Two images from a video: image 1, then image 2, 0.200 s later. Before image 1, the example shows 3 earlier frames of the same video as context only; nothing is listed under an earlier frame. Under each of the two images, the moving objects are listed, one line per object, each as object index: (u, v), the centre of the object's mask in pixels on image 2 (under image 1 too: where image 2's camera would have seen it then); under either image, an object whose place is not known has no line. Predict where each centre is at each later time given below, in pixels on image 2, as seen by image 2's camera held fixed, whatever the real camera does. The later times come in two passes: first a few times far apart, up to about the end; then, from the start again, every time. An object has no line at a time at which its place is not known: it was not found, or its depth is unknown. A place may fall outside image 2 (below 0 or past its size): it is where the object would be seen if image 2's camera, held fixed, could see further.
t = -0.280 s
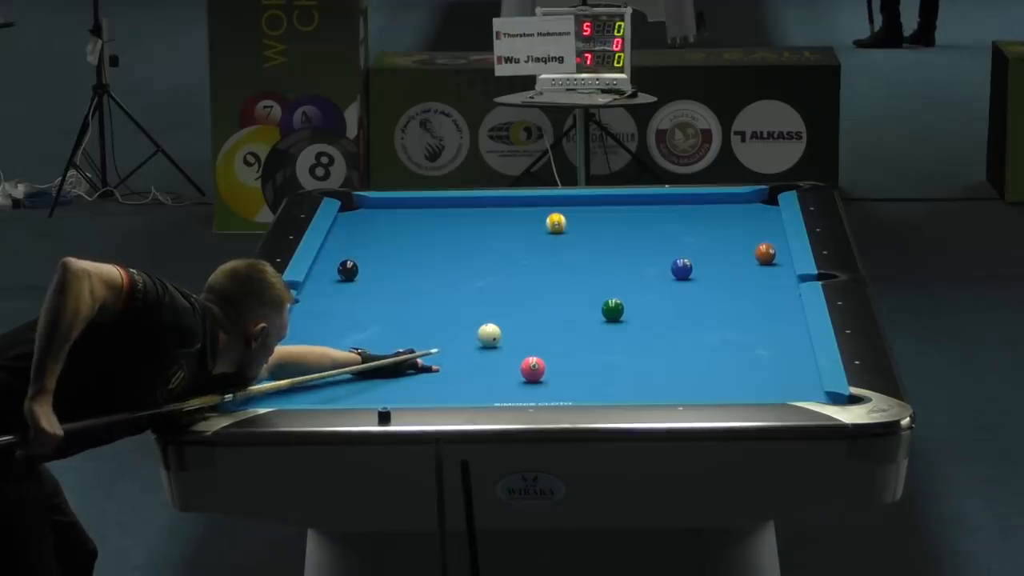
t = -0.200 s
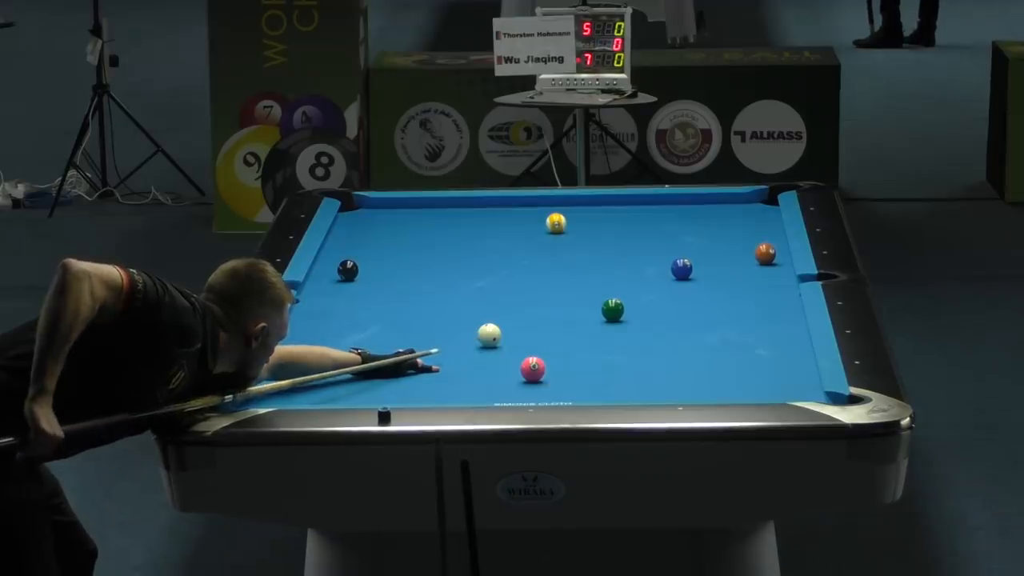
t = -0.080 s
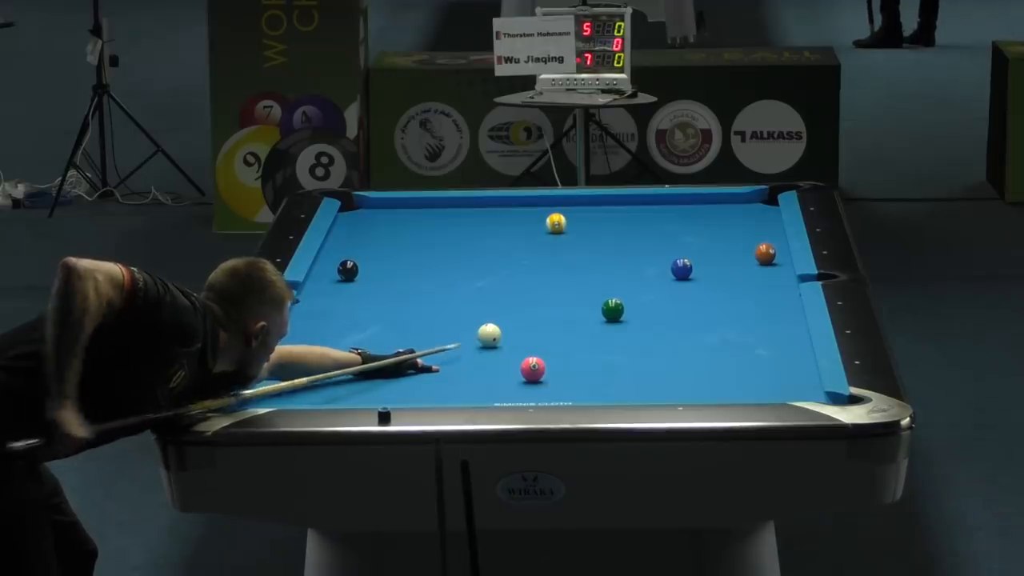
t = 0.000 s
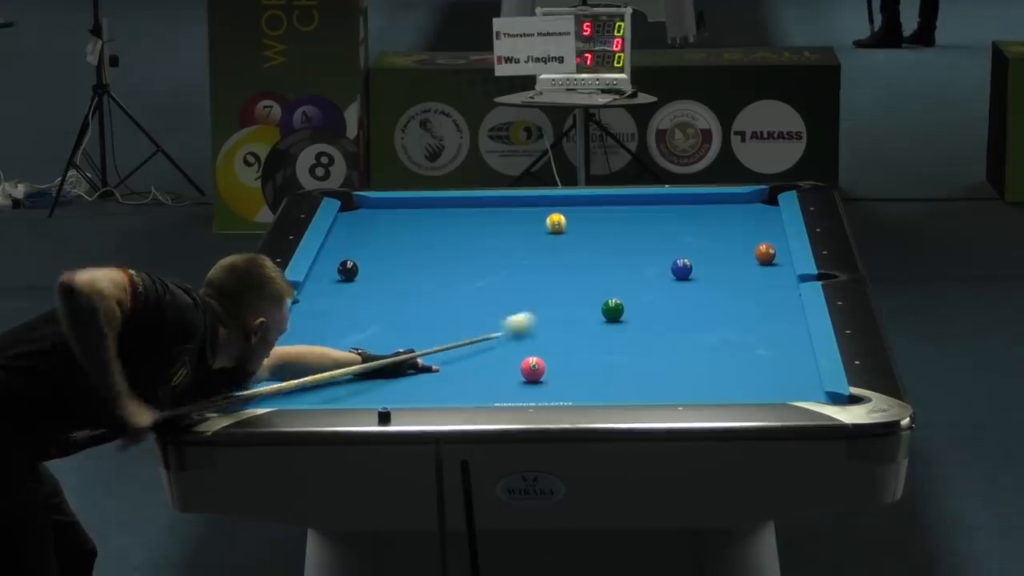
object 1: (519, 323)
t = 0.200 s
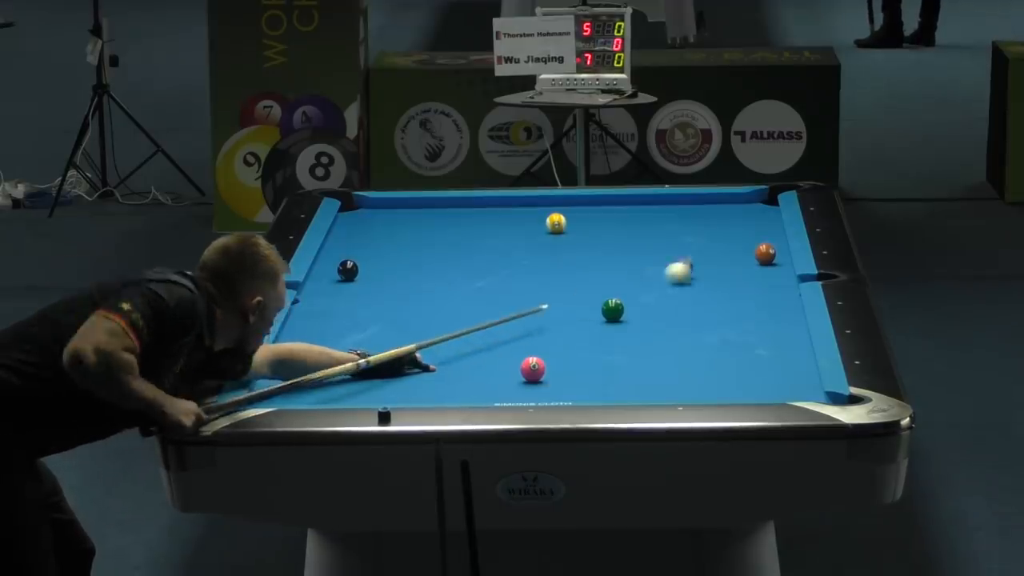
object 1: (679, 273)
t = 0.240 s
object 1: (695, 273)
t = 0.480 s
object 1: (780, 273)
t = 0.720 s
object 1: (745, 278)
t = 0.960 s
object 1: (711, 283)
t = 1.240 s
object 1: (672, 288)
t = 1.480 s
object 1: (641, 292)
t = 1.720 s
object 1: (611, 293)
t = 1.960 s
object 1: (583, 301)
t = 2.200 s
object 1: (556, 304)
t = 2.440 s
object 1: (531, 308)
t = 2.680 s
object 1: (507, 311)
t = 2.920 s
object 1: (485, 314)
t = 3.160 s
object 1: (464, 316)
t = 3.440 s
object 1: (442, 319)
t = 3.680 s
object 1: (424, 321)
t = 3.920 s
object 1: (408, 323)
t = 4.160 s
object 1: (394, 325)
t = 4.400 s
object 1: (381, 326)
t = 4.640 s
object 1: (370, 328)
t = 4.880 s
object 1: (360, 329)
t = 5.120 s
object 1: (353, 330)
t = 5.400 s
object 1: (346, 330)
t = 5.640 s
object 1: (343, 330)
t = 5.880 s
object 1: (341, 331)
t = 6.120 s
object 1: (342, 331)
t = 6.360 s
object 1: (342, 330)
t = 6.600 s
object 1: (342, 330)
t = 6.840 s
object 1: (342, 330)
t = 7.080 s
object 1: (342, 330)
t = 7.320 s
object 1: (342, 330)
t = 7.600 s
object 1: (342, 330)
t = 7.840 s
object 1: (342, 330)
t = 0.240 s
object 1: (695, 273)
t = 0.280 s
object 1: (711, 273)
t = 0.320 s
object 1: (726, 273)
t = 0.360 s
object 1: (740, 273)
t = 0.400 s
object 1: (754, 273)
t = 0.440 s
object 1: (767, 273)
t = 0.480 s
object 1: (780, 273)
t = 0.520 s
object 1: (779, 274)
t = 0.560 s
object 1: (770, 274)
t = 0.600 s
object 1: (763, 276)
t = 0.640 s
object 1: (757, 276)
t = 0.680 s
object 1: (751, 277)
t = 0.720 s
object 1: (745, 278)
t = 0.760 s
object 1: (739, 279)
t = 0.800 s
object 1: (733, 279)
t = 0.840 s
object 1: (728, 280)
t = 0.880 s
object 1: (722, 281)
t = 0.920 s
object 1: (716, 282)
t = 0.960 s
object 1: (711, 283)
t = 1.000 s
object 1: (705, 284)
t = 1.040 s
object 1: (699, 284)
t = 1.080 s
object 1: (693, 285)
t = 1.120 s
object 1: (688, 286)
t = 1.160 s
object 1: (683, 287)
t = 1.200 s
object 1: (677, 287)
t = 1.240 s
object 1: (672, 288)
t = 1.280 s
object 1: (667, 289)
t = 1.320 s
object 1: (662, 289)
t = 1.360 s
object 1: (656, 290)
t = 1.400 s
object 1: (651, 291)
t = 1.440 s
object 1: (646, 292)
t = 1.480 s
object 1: (641, 292)
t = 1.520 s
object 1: (636, 293)
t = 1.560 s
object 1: (631, 293)
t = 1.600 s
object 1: (626, 294)
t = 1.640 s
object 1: (621, 293)
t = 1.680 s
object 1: (616, 294)
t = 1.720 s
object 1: (611, 293)
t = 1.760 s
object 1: (605, 294)
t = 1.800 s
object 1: (600, 296)
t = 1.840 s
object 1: (596, 298)
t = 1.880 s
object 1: (592, 299)
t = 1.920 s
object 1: (588, 300)
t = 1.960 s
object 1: (583, 301)
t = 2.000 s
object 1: (578, 301)
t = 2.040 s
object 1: (574, 302)
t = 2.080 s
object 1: (569, 302)
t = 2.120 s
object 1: (565, 303)
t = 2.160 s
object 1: (561, 304)
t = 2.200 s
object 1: (556, 304)
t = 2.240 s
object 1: (552, 305)
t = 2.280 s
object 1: (548, 306)
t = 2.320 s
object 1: (543, 306)
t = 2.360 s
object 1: (539, 306)
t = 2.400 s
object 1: (535, 307)
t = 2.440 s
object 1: (531, 308)
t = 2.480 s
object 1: (527, 308)
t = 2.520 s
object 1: (523, 309)
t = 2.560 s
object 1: (519, 309)
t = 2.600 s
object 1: (515, 310)
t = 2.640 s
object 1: (511, 310)
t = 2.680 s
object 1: (507, 311)
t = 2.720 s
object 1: (503, 311)
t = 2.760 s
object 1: (500, 312)
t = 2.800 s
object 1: (495, 312)
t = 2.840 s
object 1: (492, 313)
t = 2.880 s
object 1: (488, 313)
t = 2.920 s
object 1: (485, 314)
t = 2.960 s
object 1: (481, 315)
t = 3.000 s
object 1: (478, 315)
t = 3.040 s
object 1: (474, 315)
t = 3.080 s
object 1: (471, 315)
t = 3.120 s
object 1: (467, 316)
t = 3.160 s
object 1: (464, 316)
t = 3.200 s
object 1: (460, 317)
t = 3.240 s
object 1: (457, 317)
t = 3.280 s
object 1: (454, 318)
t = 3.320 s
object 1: (451, 318)
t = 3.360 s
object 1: (448, 319)
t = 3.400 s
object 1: (445, 319)
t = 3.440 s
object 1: (442, 319)
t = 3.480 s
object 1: (439, 320)
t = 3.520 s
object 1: (436, 320)
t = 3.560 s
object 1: (433, 320)
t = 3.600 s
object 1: (430, 321)
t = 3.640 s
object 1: (427, 321)
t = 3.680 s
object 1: (424, 321)
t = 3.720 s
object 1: (421, 322)
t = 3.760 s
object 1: (419, 322)
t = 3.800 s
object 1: (416, 322)
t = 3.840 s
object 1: (413, 323)
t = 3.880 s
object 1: (411, 323)
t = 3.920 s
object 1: (408, 323)
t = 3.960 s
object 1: (406, 324)
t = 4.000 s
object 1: (403, 324)
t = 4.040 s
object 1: (401, 324)
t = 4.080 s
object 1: (399, 325)
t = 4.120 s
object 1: (396, 325)
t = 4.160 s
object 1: (394, 325)
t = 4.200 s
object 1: (392, 325)
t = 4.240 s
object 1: (389, 325)
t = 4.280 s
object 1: (387, 326)
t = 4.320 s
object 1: (386, 326)
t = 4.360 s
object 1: (383, 326)
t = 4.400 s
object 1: (381, 326)
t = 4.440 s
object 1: (379, 327)
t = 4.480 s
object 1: (377, 327)
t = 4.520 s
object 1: (375, 327)
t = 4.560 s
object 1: (374, 328)
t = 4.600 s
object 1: (372, 328)
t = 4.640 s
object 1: (370, 328)
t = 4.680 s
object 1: (368, 328)
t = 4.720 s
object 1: (367, 329)
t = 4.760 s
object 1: (365, 329)
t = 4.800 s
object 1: (363, 329)
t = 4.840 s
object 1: (362, 329)
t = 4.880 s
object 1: (360, 329)
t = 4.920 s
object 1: (359, 329)
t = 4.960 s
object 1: (358, 330)
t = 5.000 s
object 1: (356, 330)
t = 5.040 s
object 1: (355, 330)
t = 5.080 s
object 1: (354, 330)
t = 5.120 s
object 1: (353, 330)
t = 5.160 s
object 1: (352, 330)
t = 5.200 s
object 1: (351, 330)
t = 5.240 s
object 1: (350, 330)
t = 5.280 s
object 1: (348, 330)
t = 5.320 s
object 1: (348, 330)
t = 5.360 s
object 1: (347, 330)
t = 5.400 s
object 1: (346, 330)
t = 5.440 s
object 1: (346, 330)
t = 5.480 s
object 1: (345, 330)
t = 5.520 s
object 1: (344, 330)
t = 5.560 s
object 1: (344, 330)
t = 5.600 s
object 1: (343, 331)
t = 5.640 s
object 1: (343, 330)
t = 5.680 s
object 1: (343, 331)
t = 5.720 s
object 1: (342, 331)
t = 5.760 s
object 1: (342, 331)
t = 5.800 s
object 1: (342, 331)
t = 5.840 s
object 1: (341, 331)
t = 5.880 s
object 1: (341, 331)
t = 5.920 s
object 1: (341, 330)
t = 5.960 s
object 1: (341, 330)
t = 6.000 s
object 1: (342, 330)
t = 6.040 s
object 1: (342, 330)
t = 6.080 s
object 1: (342, 330)
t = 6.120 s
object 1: (342, 331)
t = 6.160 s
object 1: (342, 331)
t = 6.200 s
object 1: (342, 330)
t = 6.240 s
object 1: (342, 330)
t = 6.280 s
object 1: (342, 330)
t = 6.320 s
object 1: (342, 330)
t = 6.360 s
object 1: (342, 330)
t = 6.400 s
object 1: (342, 330)
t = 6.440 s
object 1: (342, 330)
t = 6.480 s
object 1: (342, 330)
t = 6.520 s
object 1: (342, 330)
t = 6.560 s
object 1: (342, 330)
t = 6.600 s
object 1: (342, 330)
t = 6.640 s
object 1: (342, 330)
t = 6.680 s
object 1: (342, 330)
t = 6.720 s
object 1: (342, 330)
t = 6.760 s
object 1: (342, 330)
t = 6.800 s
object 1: (342, 330)
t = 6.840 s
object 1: (342, 330)
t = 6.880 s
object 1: (342, 330)
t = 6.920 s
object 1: (342, 330)
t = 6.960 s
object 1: (342, 330)
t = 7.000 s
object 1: (342, 330)
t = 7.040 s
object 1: (342, 330)
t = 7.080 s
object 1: (342, 330)
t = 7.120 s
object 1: (342, 330)
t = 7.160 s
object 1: (342, 330)
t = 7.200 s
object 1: (342, 330)
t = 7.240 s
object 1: (342, 330)
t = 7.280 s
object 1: (342, 330)
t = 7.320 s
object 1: (342, 330)
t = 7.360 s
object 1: (342, 330)
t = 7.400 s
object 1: (342, 330)
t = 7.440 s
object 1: (342, 330)
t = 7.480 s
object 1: (342, 330)
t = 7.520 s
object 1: (342, 330)
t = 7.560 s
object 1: (342, 330)
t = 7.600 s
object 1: (342, 330)
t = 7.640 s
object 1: (342, 330)
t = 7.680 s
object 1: (342, 330)
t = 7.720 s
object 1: (342, 330)
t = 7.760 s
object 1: (342, 330)
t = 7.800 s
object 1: (342, 330)
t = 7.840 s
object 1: (342, 330)
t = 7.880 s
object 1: (342, 330)
